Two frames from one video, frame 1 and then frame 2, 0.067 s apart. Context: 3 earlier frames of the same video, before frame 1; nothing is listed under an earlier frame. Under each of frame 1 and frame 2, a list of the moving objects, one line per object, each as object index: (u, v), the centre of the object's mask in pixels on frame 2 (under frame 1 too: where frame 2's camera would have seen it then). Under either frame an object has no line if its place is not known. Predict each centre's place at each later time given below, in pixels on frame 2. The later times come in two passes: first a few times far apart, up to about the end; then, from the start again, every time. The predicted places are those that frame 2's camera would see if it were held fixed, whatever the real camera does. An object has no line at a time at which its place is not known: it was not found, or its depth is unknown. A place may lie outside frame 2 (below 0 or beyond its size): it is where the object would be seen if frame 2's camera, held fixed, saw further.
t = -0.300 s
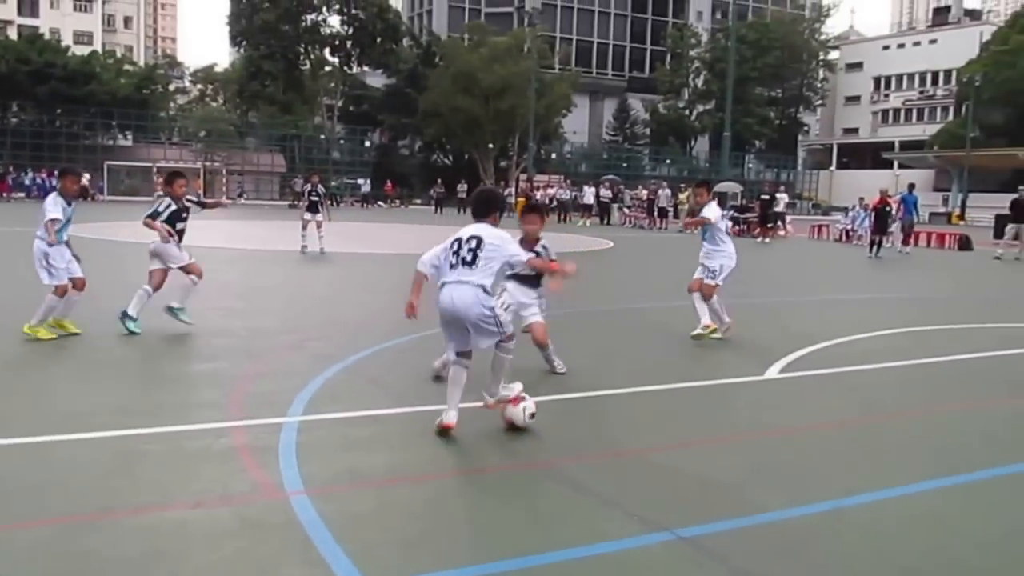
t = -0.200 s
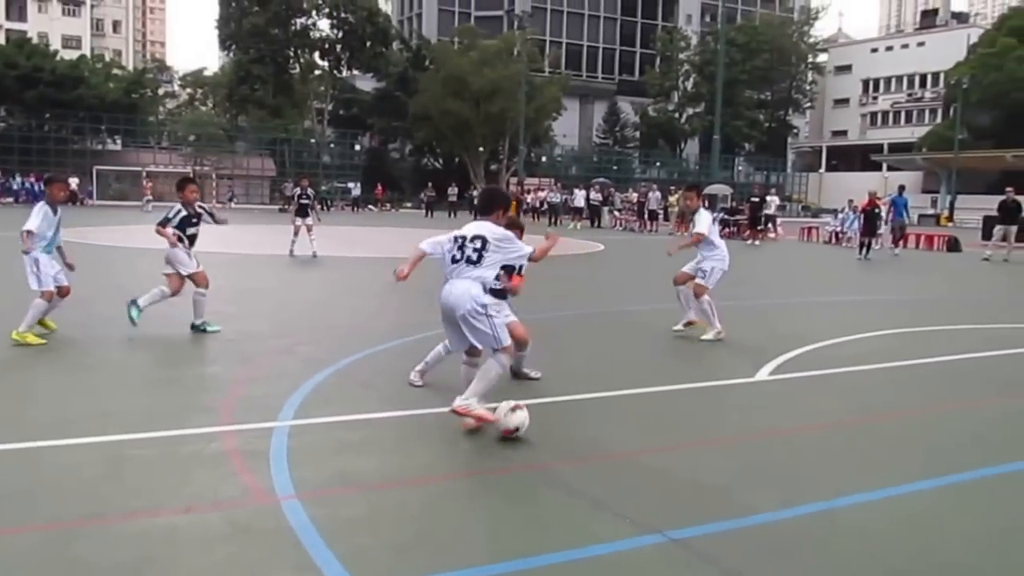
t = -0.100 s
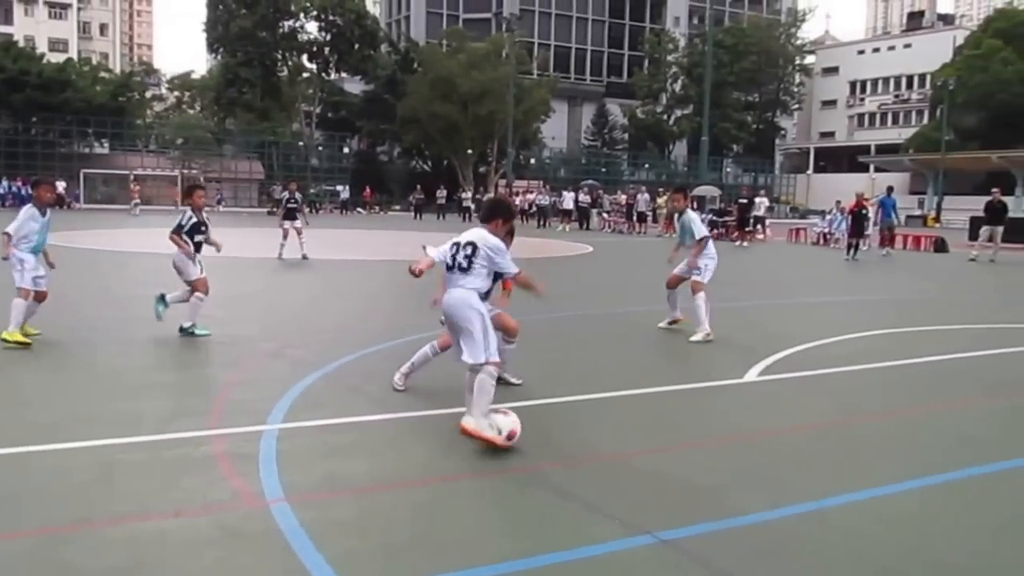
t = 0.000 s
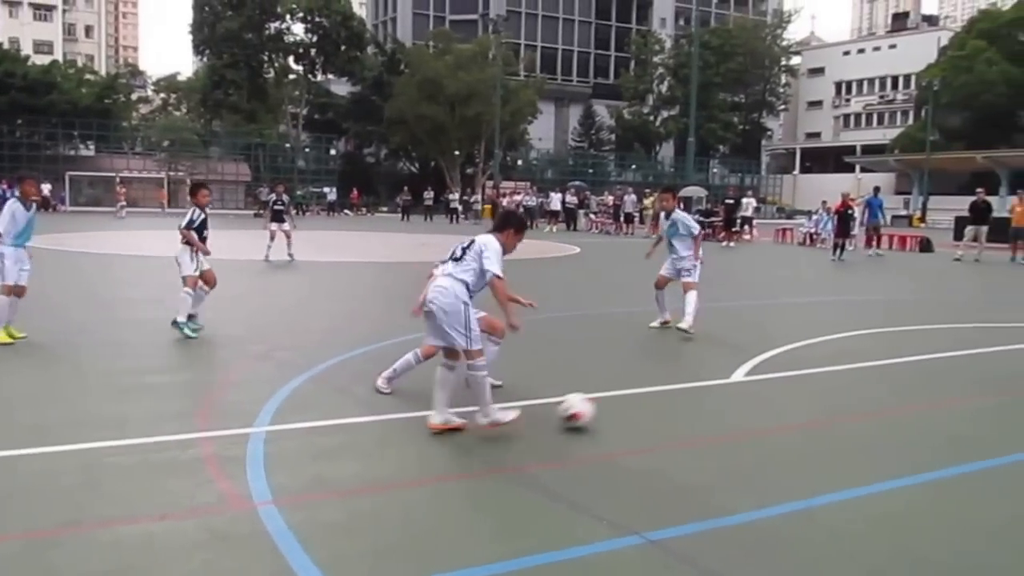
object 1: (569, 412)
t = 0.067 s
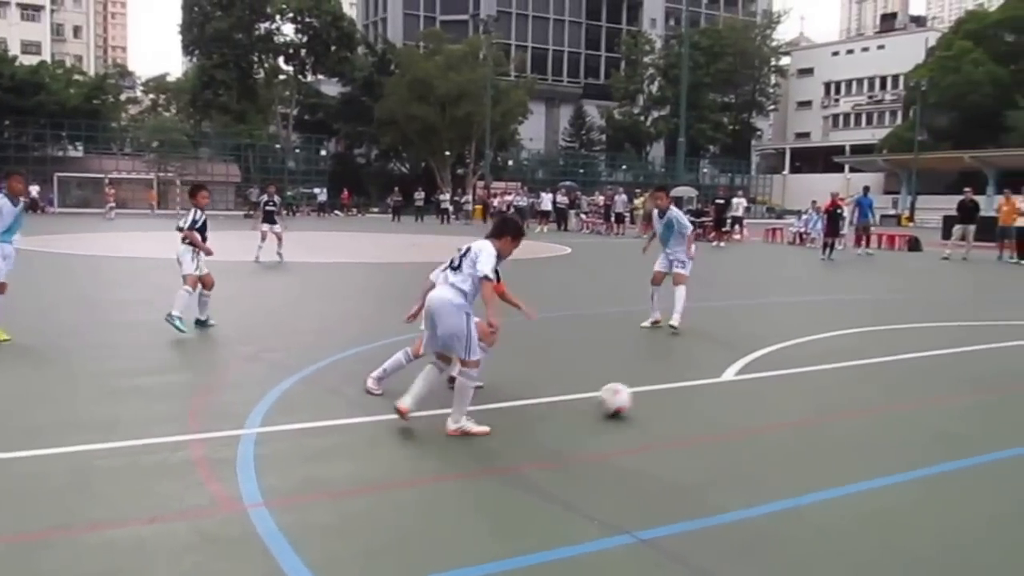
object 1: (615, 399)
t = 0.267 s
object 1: (711, 376)
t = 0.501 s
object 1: (793, 360)
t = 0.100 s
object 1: (635, 394)
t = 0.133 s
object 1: (654, 390)
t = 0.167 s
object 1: (670, 386)
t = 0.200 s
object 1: (685, 383)
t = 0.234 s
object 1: (698, 379)
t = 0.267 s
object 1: (711, 376)
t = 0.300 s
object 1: (724, 374)
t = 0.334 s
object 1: (735, 371)
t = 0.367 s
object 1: (747, 369)
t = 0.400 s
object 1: (758, 365)
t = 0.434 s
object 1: (771, 363)
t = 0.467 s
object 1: (781, 362)
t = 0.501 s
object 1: (793, 360)
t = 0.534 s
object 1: (804, 358)
